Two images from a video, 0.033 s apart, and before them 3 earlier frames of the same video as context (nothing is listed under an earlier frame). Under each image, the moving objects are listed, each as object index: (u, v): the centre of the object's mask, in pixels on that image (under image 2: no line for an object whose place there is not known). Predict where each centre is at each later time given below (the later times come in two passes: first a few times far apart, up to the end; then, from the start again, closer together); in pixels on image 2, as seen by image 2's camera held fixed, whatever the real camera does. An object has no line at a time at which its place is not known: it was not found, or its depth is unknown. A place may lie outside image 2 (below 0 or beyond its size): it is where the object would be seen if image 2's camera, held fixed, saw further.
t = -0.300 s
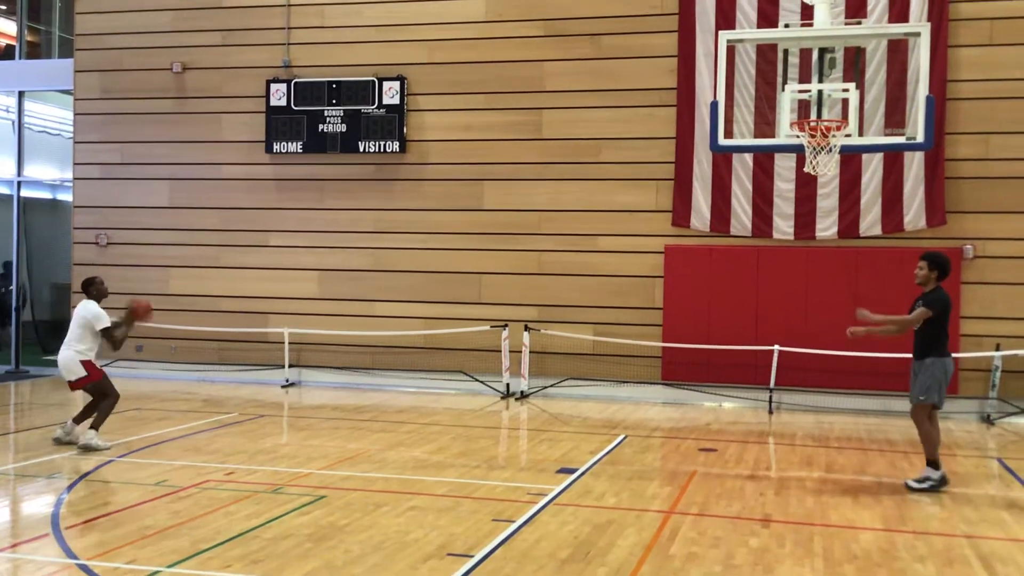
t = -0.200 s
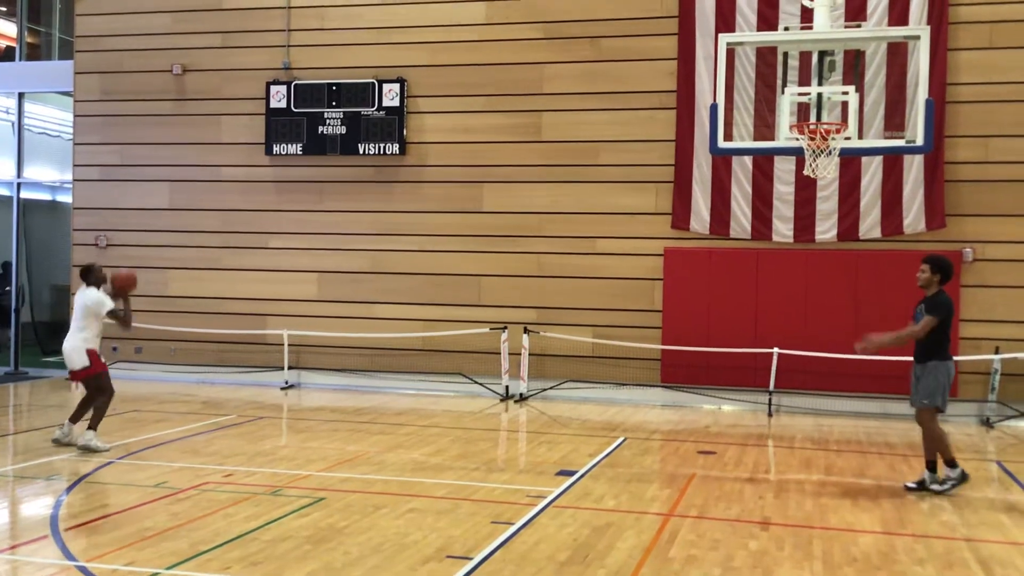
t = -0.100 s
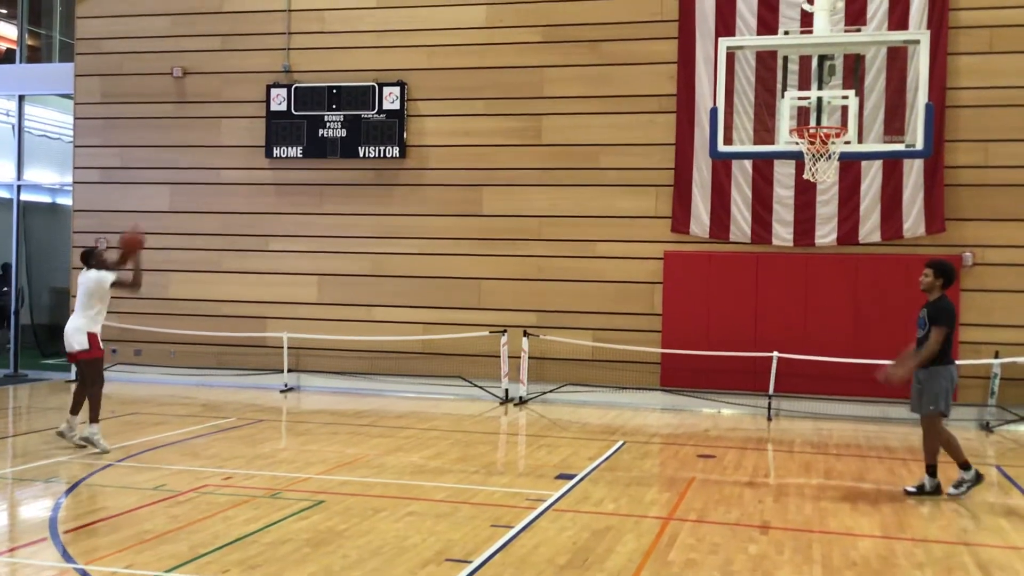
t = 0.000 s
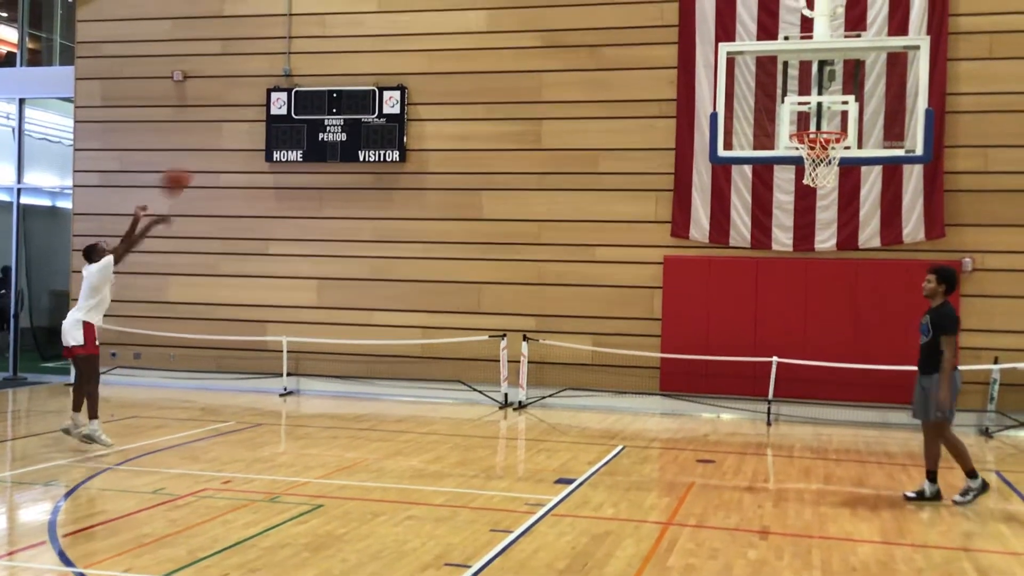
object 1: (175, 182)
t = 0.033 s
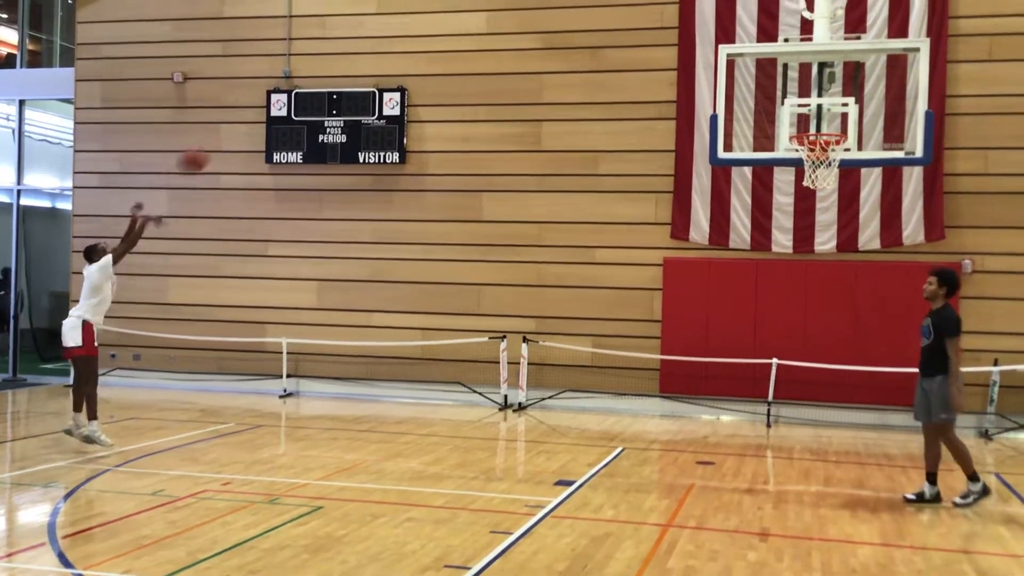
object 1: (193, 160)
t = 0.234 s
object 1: (300, 59)
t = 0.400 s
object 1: (389, 3)
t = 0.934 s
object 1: (679, 21)
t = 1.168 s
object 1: (803, 123)
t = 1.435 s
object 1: (842, 63)
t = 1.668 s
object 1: (875, 79)
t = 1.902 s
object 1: (909, 167)
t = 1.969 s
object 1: (918, 205)
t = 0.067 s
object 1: (212, 141)
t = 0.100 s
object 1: (229, 122)
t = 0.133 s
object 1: (247, 105)
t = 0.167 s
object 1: (264, 88)
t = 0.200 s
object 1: (283, 73)
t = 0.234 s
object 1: (300, 59)
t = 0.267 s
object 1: (318, 46)
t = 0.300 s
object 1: (336, 33)
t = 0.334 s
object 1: (354, 22)
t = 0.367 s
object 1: (372, 12)
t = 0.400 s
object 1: (389, 3)
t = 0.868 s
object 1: (642, 1)
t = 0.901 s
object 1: (660, 12)
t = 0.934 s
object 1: (679, 21)
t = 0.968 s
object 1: (695, 32)
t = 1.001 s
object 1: (715, 45)
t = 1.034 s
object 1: (735, 61)
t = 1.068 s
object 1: (753, 76)
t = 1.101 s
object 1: (772, 92)
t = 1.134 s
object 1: (790, 112)
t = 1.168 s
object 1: (803, 123)
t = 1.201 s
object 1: (807, 112)
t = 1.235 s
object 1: (813, 100)
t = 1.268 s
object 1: (818, 91)
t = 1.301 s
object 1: (823, 83)
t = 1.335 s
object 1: (827, 76)
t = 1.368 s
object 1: (832, 71)
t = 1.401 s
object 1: (836, 67)
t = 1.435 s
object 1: (842, 63)
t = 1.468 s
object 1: (846, 61)
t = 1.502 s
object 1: (851, 60)
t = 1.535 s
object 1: (856, 62)
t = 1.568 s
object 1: (861, 64)
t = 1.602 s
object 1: (865, 67)
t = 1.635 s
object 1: (870, 72)
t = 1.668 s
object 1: (875, 79)
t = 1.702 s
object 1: (880, 86)
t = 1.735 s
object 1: (884, 95)
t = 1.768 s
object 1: (889, 107)
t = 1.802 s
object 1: (894, 120)
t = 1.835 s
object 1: (899, 134)
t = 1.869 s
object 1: (903, 149)
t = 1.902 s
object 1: (909, 167)
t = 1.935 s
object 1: (914, 186)
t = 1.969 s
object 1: (918, 205)
